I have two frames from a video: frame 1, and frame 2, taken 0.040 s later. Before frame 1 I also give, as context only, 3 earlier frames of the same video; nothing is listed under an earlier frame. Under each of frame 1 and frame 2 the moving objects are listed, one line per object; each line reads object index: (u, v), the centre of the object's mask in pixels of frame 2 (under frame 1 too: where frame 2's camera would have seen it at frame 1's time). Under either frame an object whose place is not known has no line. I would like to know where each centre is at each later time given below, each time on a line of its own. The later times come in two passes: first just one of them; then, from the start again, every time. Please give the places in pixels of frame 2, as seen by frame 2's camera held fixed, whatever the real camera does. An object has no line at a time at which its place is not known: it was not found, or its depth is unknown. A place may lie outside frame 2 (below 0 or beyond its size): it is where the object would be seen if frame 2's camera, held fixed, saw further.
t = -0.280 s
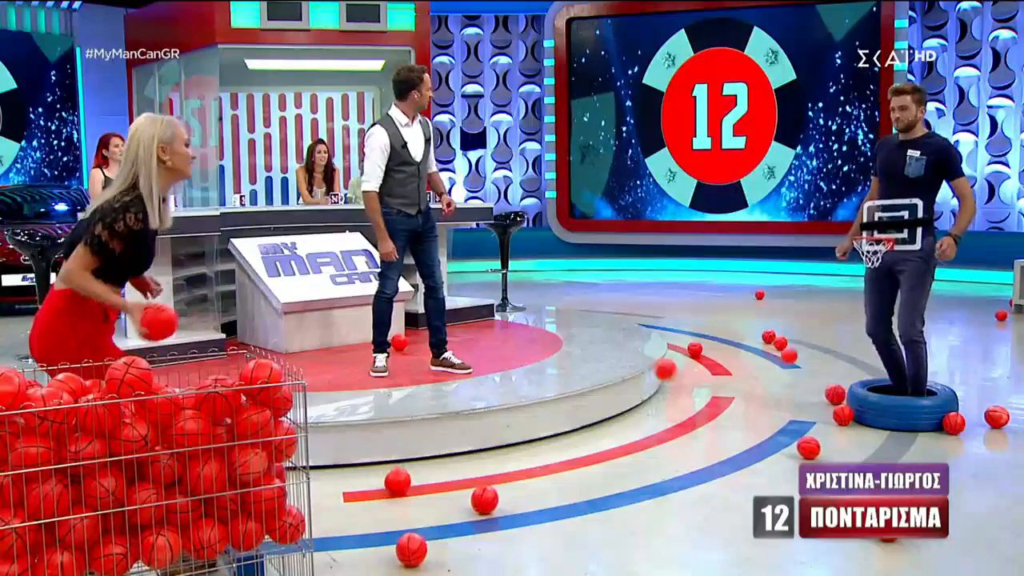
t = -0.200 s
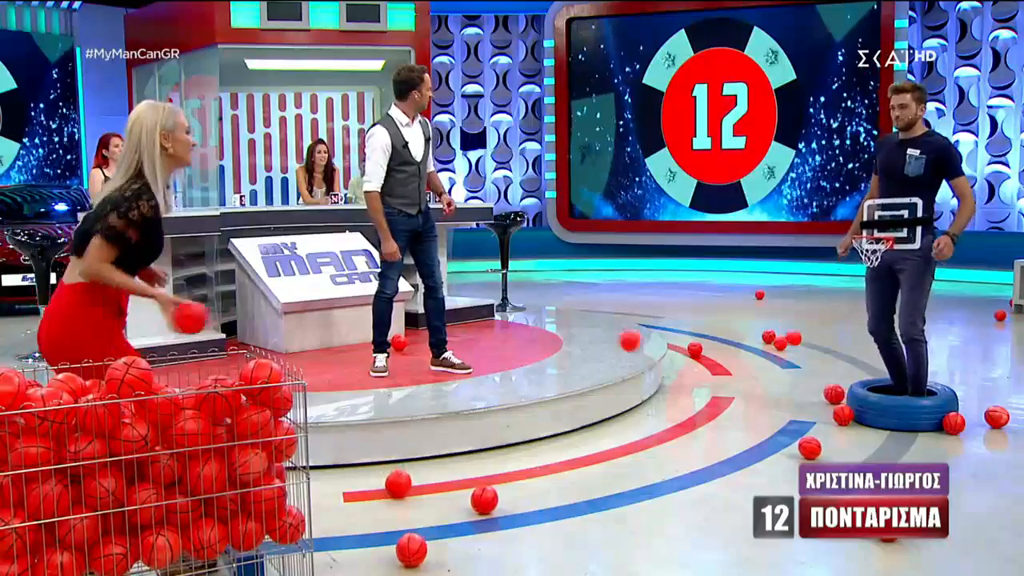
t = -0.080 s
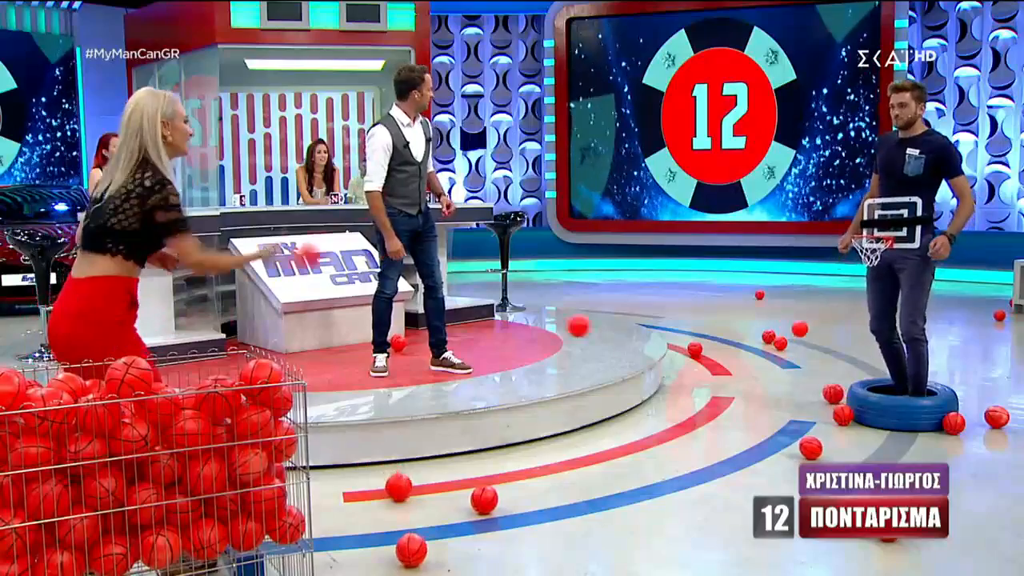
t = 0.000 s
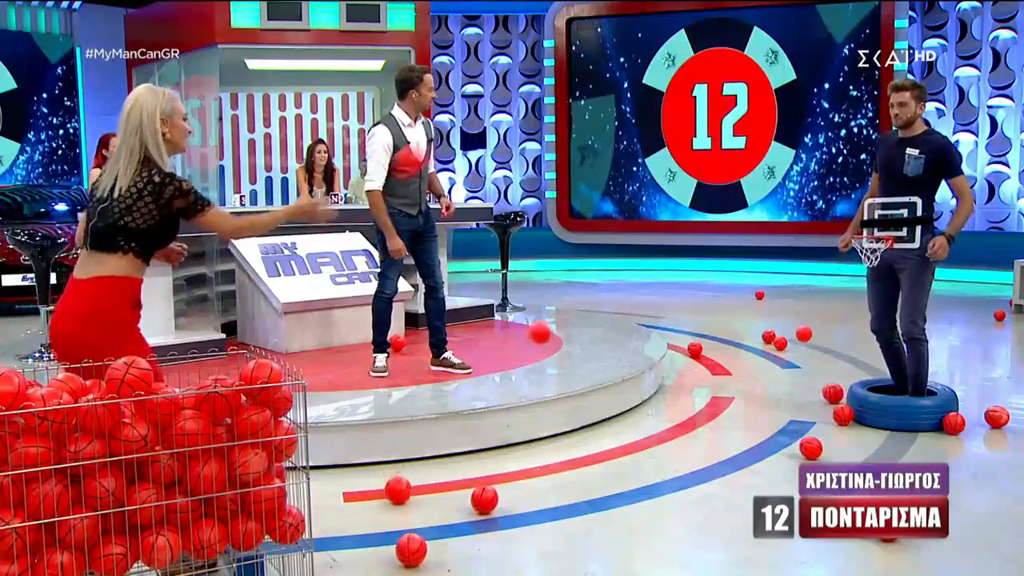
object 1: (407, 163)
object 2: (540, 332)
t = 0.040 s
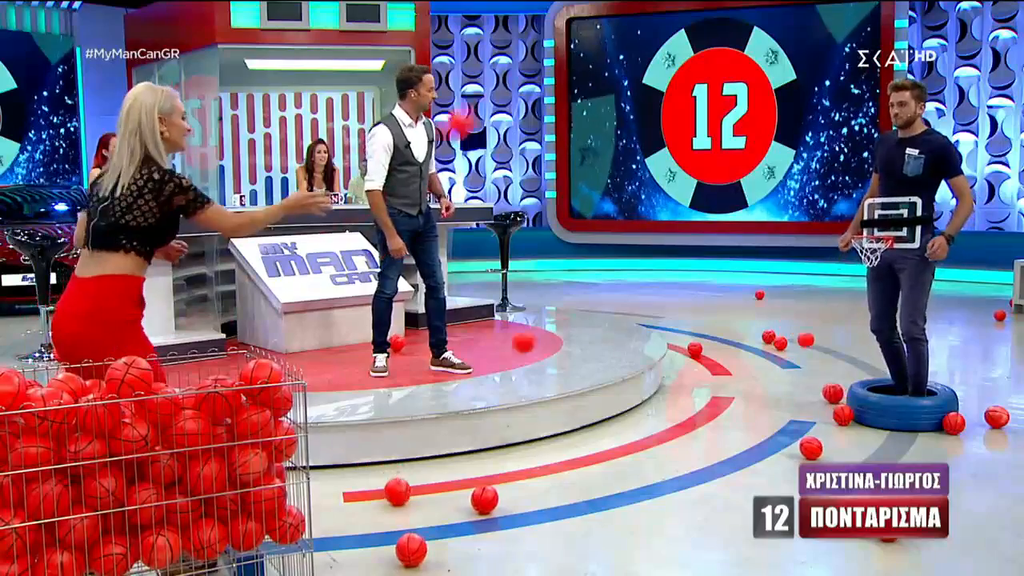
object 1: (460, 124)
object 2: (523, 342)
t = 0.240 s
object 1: (654, 27)
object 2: (437, 428)
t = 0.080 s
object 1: (503, 93)
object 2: (506, 350)
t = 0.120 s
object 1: (540, 69)
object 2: (487, 366)
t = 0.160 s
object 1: (583, 50)
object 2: (468, 385)
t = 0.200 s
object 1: (619, 36)
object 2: (452, 406)
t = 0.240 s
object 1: (654, 27)
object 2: (437, 428)
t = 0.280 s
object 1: (692, 23)
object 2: (419, 453)
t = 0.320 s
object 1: (719, 23)
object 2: (401, 458)
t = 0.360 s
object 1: (746, 25)
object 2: (386, 437)
